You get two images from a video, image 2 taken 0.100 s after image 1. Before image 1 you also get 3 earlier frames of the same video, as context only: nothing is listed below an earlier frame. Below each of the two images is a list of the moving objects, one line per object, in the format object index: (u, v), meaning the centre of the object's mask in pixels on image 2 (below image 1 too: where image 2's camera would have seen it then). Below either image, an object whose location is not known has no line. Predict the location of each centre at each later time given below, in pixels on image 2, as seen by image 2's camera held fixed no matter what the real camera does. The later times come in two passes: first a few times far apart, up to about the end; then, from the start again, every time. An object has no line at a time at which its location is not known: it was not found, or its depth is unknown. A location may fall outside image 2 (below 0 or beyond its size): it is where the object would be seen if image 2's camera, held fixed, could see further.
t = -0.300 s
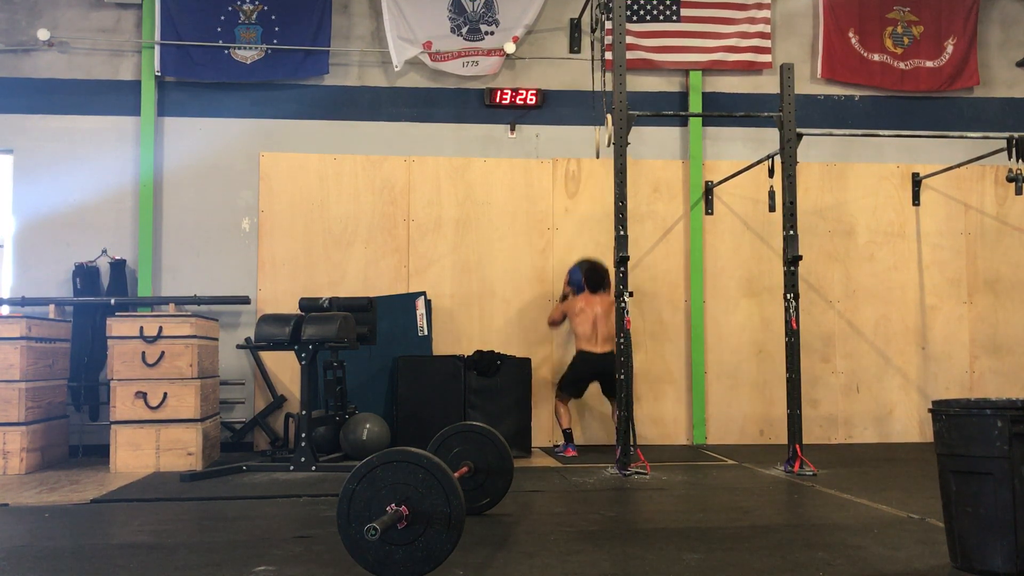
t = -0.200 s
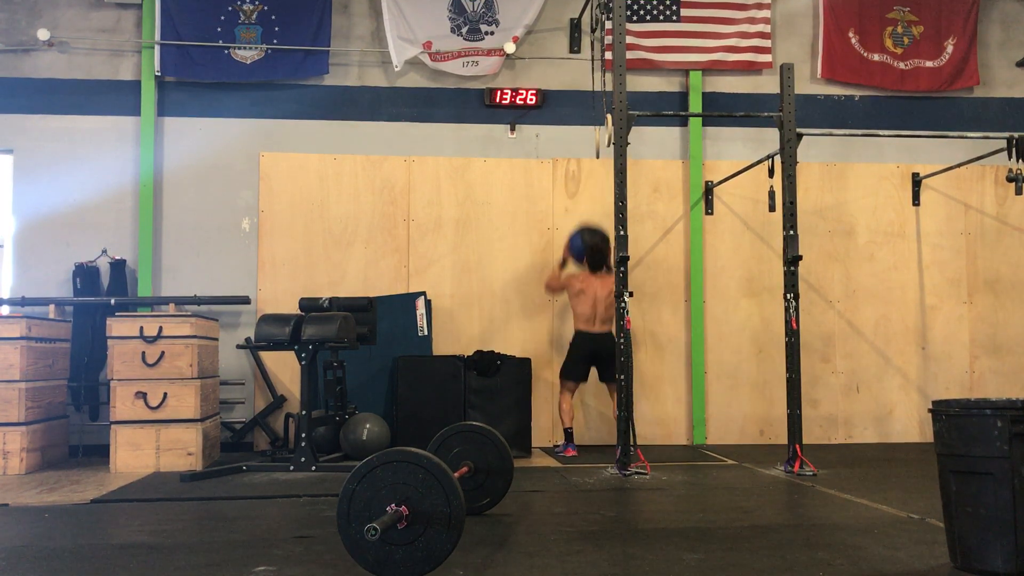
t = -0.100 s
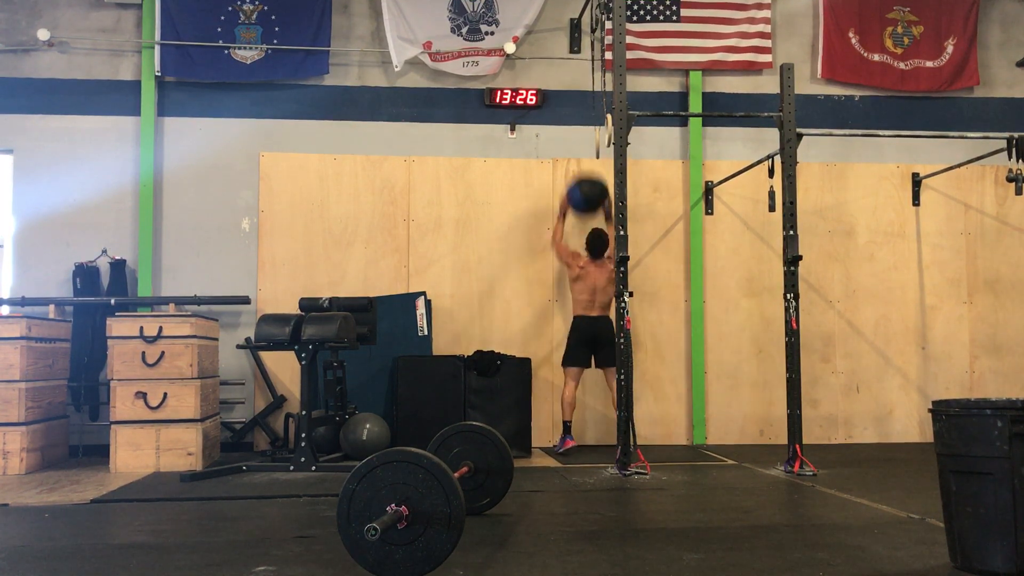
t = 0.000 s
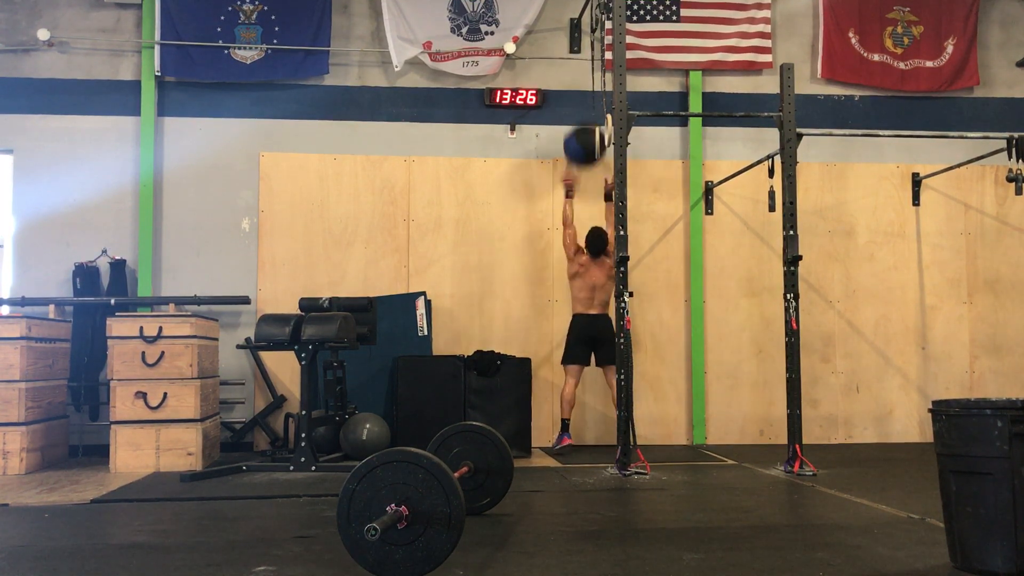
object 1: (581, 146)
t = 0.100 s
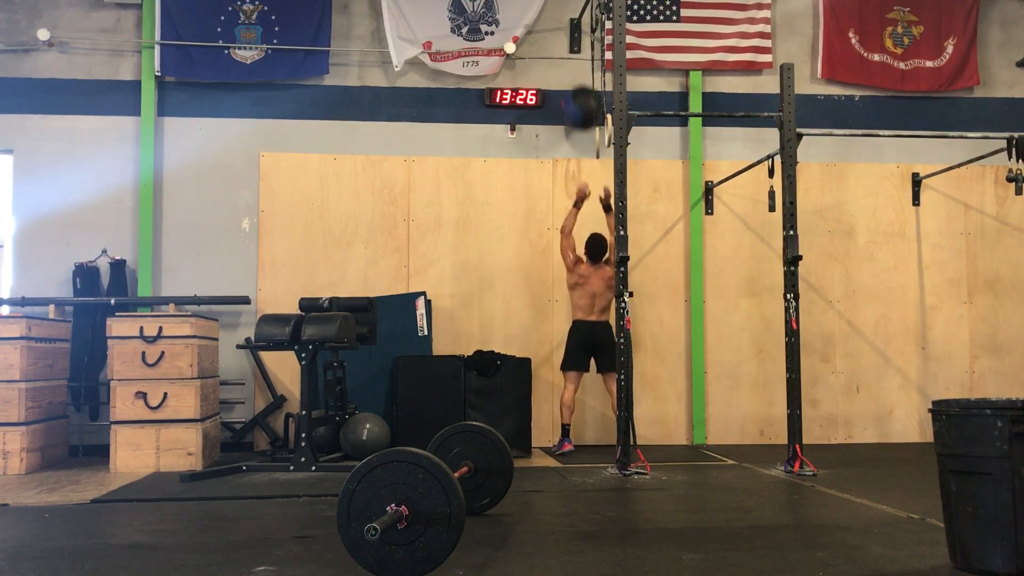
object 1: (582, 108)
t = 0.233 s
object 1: (580, 78)
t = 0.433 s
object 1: (578, 69)
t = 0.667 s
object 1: (578, 110)
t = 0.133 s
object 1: (581, 98)
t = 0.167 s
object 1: (581, 90)
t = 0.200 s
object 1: (580, 84)
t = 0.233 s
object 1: (580, 78)
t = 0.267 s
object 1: (579, 73)
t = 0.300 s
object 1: (579, 71)
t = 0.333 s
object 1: (578, 69)
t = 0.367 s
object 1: (578, 68)
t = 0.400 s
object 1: (578, 68)
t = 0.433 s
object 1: (578, 69)
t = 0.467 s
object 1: (578, 71)
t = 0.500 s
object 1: (579, 73)
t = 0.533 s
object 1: (579, 78)
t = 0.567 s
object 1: (579, 85)
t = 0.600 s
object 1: (578, 91)
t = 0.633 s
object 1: (578, 100)
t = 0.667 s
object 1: (578, 110)
